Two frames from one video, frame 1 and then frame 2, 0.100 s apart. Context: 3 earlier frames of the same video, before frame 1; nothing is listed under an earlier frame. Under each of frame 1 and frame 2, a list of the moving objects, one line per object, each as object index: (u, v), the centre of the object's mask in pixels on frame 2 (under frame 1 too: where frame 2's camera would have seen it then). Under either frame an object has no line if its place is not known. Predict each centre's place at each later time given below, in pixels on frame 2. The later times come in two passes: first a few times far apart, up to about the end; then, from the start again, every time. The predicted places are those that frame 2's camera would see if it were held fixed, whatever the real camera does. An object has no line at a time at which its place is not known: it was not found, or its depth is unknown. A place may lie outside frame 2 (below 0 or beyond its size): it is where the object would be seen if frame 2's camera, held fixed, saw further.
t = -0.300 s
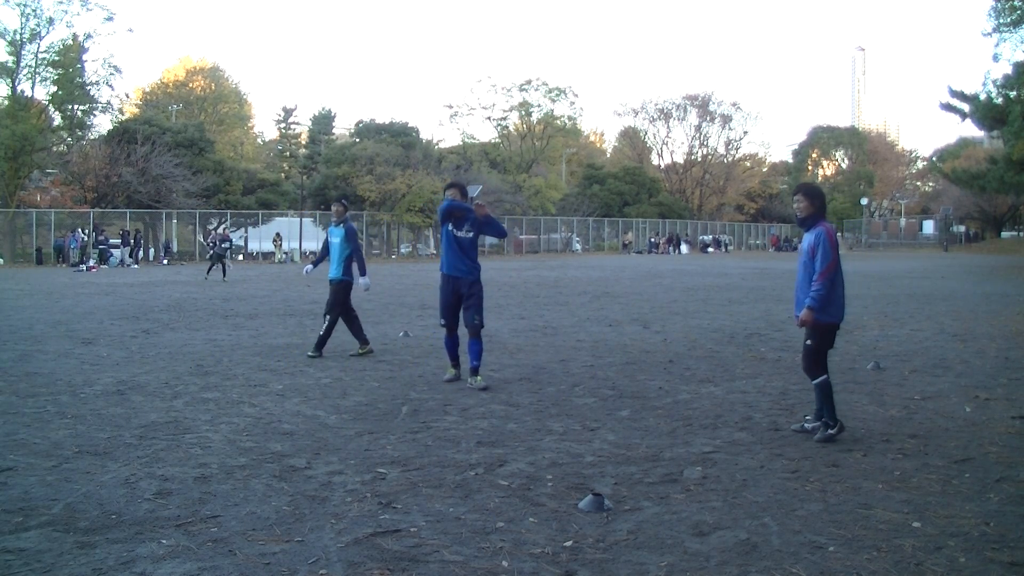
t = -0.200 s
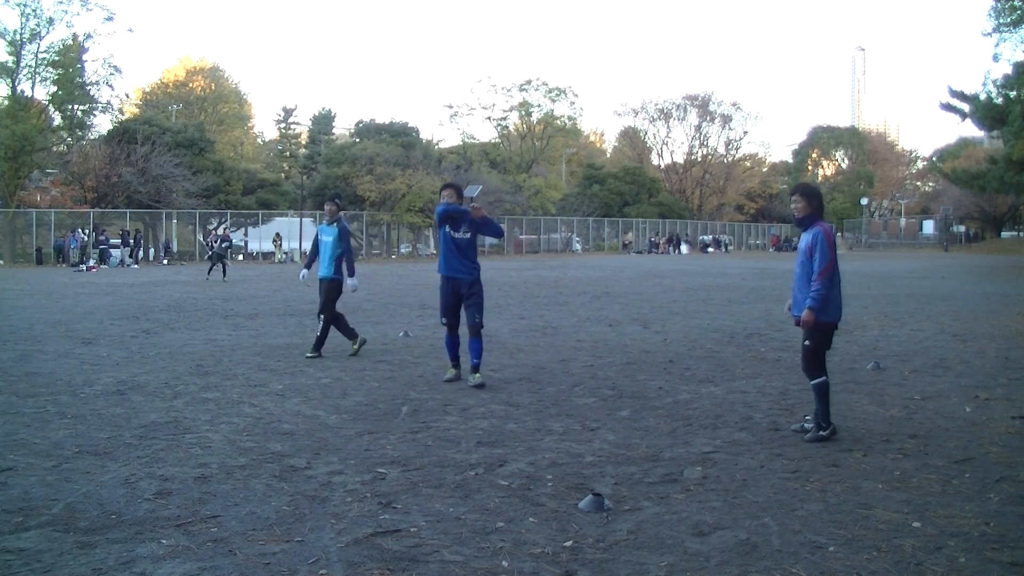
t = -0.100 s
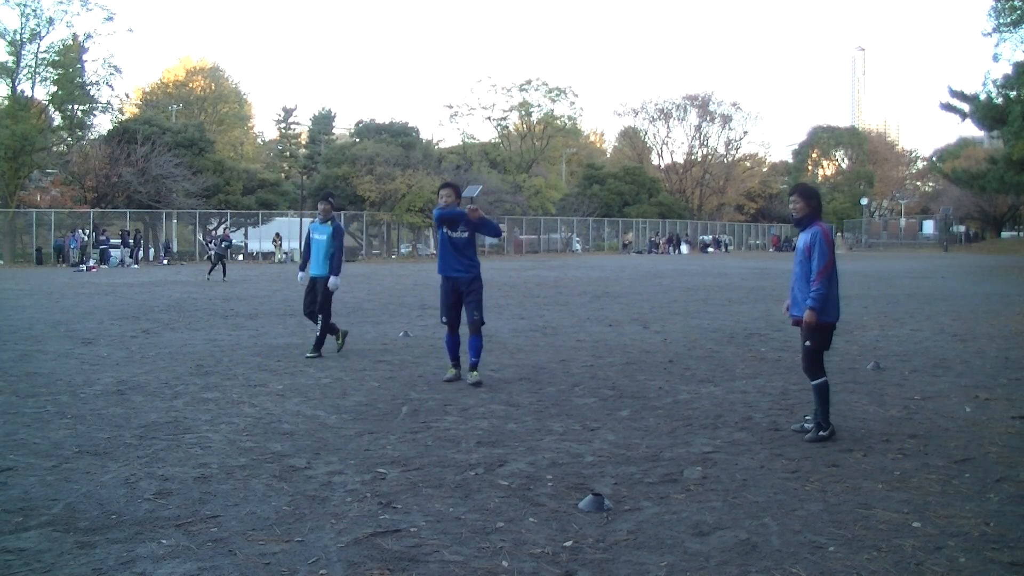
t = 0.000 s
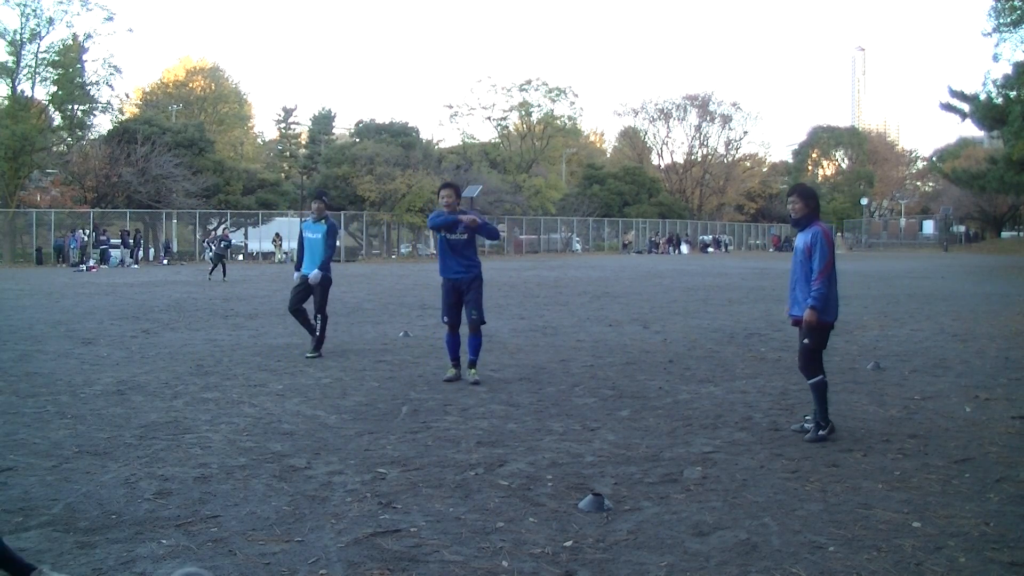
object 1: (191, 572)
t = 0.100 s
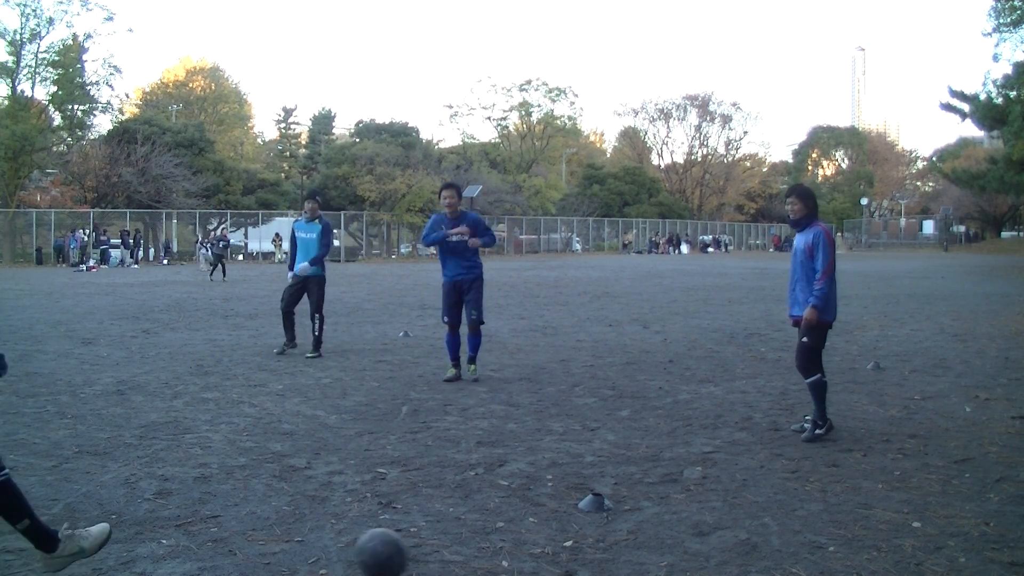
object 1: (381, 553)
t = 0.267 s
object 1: (599, 509)
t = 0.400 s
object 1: (711, 481)
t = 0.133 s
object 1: (433, 541)
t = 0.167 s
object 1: (480, 531)
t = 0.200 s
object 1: (524, 523)
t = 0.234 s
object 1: (564, 518)
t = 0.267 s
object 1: (599, 509)
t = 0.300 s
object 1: (631, 502)
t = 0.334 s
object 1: (659, 492)
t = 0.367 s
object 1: (686, 485)
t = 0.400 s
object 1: (711, 481)
